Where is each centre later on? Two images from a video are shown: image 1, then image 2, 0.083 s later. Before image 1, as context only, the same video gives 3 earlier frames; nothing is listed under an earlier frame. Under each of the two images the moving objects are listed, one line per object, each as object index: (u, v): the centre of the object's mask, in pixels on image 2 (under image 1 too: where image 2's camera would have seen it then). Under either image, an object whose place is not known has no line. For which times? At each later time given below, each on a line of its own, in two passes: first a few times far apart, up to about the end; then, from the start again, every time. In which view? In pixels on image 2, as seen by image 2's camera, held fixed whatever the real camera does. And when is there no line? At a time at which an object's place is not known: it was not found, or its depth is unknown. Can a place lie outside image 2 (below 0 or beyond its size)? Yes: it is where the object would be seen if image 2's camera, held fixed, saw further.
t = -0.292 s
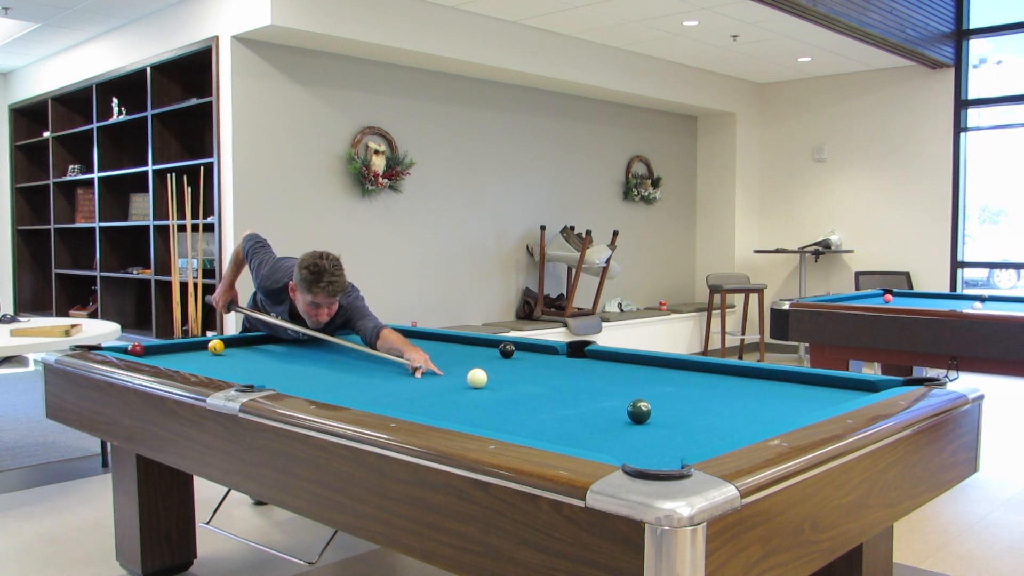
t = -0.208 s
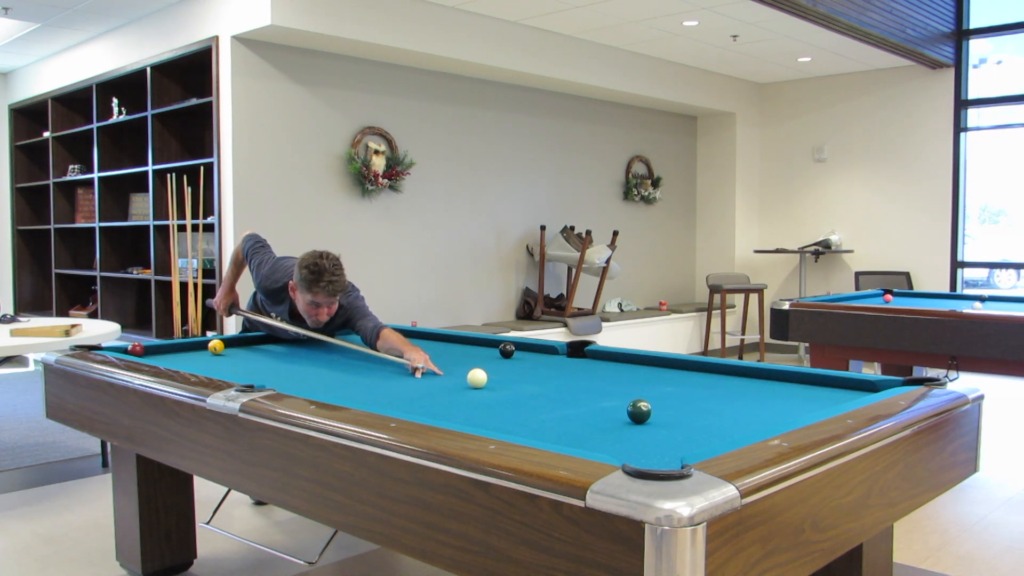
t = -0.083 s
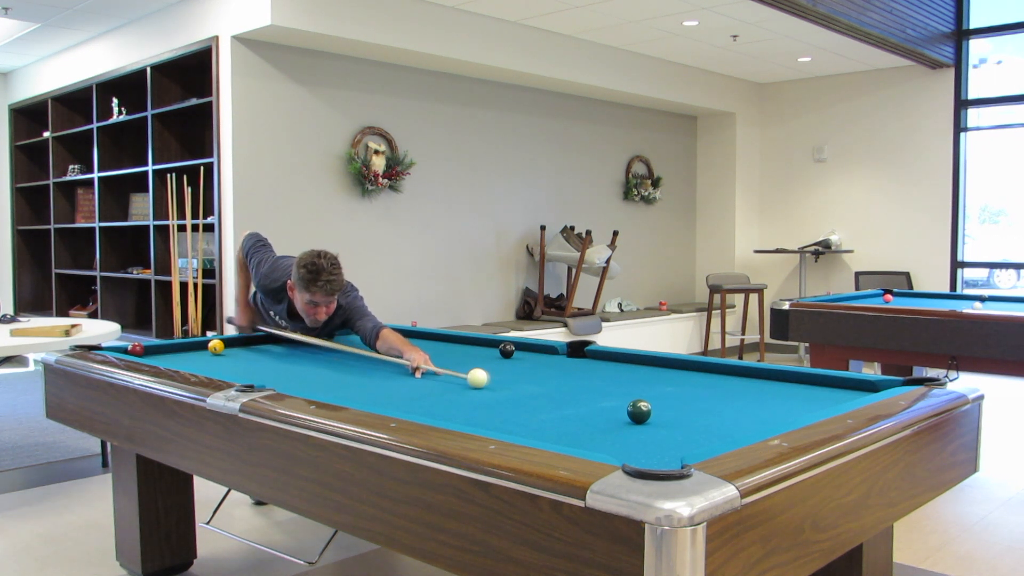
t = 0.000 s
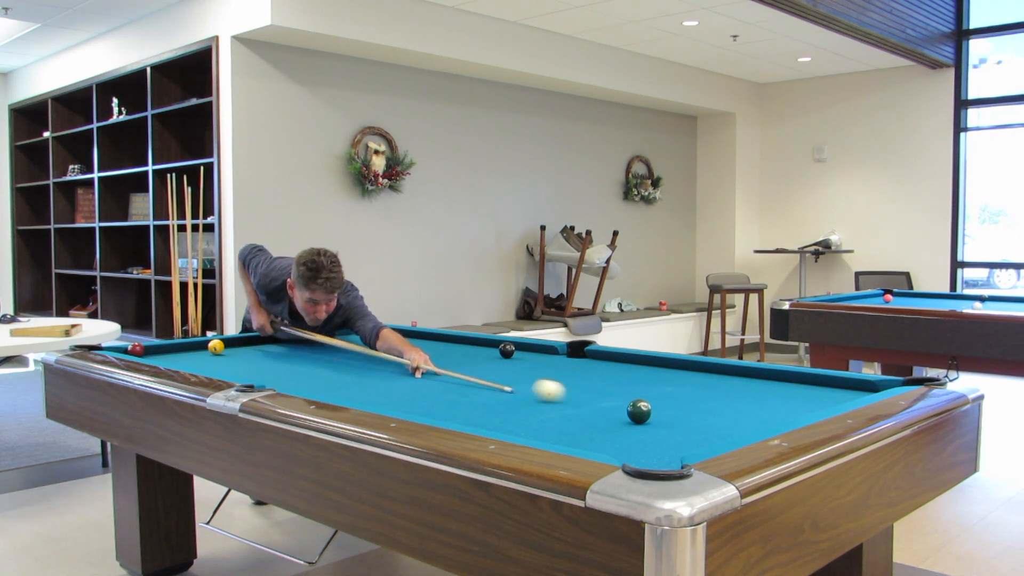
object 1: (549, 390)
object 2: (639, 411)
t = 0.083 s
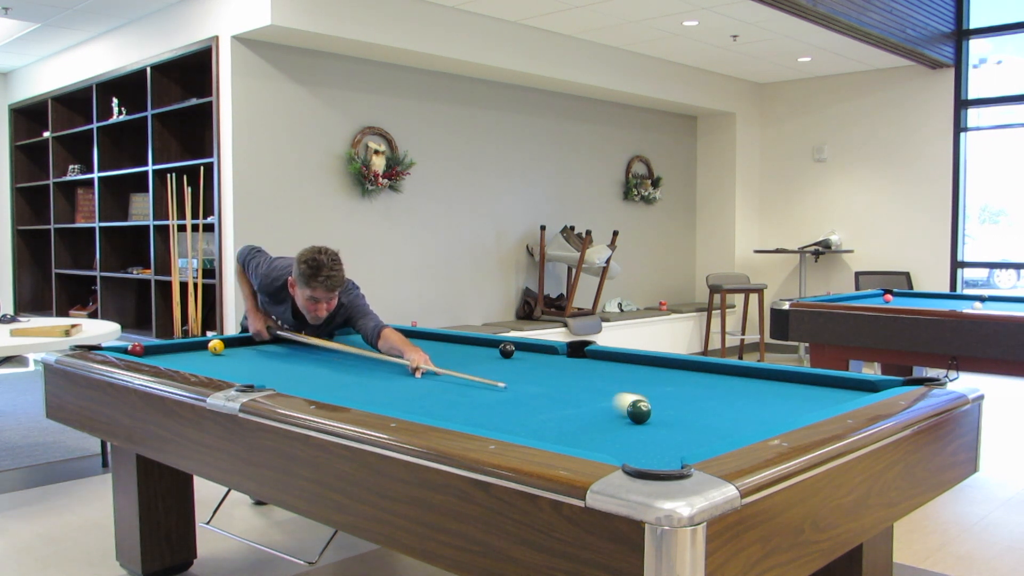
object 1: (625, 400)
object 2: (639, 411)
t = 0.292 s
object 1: (802, 405)
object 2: (656, 452)
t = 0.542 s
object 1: (826, 387)
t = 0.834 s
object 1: (755, 378)
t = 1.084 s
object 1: (666, 377)
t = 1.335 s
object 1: (580, 376)
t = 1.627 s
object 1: (485, 375)
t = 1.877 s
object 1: (408, 374)
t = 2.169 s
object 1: (321, 373)
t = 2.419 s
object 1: (251, 372)
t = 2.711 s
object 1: (206, 367)
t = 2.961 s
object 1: (212, 364)
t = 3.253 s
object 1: (218, 360)
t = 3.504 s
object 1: (223, 357)
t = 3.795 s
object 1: (228, 353)
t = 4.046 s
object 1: (232, 351)
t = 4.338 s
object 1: (236, 347)
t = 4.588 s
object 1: (238, 346)
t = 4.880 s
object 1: (241, 344)
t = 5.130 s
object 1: (243, 342)
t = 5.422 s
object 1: (245, 341)
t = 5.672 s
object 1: (246, 340)
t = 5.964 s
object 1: (247, 339)
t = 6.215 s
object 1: (249, 339)
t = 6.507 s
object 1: (249, 339)
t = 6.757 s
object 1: (249, 339)
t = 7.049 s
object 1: (249, 339)
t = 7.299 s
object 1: (249, 339)
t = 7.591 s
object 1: (249, 339)
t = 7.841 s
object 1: (249, 339)
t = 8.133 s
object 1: (249, 339)
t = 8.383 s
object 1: (249, 339)
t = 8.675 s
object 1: (249, 339)
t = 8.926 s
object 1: (249, 339)
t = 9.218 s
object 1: (249, 339)
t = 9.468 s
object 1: (249, 339)
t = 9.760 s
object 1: (249, 339)
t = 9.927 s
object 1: (249, 339)
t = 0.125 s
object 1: (671, 405)
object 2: (642, 418)
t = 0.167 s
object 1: (707, 406)
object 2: (645, 426)
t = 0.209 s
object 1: (742, 406)
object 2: (649, 434)
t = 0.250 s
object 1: (773, 406)
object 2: (652, 443)
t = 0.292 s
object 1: (802, 405)
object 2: (656, 452)
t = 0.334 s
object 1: (828, 402)
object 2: (659, 458)
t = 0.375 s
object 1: (829, 400)
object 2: (663, 463)
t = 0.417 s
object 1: (828, 398)
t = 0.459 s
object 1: (827, 395)
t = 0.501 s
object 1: (827, 391)
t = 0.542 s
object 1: (826, 387)
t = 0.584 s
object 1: (825, 384)
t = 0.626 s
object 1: (825, 381)
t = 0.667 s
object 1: (816, 379)
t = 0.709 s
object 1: (800, 379)
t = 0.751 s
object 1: (785, 379)
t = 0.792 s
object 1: (770, 378)
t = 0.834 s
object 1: (755, 378)
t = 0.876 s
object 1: (739, 378)
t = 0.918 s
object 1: (724, 378)
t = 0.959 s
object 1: (710, 378)
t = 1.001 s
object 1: (695, 377)
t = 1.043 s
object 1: (680, 377)
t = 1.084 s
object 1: (666, 377)
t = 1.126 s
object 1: (651, 377)
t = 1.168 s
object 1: (637, 377)
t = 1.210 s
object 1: (623, 377)
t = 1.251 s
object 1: (608, 377)
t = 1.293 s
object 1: (594, 376)
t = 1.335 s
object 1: (580, 376)
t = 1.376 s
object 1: (567, 376)
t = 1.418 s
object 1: (553, 376)
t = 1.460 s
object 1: (539, 376)
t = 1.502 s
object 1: (525, 375)
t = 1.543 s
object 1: (512, 375)
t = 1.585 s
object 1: (499, 375)
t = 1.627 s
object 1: (485, 375)
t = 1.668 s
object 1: (472, 375)
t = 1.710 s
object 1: (459, 375)
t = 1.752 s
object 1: (446, 374)
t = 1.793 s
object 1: (433, 374)
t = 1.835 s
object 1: (420, 374)
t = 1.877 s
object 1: (408, 374)
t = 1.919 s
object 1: (395, 374)
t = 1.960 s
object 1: (383, 374)
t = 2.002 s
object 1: (370, 374)
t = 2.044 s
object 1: (358, 374)
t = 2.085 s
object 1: (346, 373)
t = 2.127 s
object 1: (333, 373)
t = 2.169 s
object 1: (321, 373)
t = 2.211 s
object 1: (309, 373)
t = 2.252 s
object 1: (298, 373)
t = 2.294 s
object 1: (286, 373)
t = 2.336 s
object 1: (274, 373)
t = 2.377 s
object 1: (262, 373)
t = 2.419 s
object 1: (251, 372)
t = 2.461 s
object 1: (240, 371)
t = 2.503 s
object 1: (228, 370)
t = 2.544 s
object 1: (218, 369)
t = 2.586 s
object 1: (207, 368)
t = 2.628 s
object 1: (205, 367)
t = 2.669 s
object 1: (206, 367)
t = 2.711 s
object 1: (206, 367)
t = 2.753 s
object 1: (208, 366)
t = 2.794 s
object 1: (208, 366)
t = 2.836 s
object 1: (209, 366)
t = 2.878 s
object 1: (210, 365)
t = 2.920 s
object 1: (211, 364)
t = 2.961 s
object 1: (212, 364)
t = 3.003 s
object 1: (213, 364)
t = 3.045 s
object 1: (214, 363)
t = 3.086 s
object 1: (215, 363)
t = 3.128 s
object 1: (216, 362)
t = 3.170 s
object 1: (216, 361)
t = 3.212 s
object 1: (217, 361)
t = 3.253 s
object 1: (218, 360)
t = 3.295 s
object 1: (219, 360)
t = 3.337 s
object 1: (220, 359)
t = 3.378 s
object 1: (221, 358)
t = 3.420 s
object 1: (222, 358)
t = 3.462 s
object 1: (222, 357)
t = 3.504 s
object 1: (223, 357)
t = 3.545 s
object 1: (224, 356)
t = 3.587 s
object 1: (224, 356)
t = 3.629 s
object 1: (225, 355)
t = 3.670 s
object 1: (226, 354)
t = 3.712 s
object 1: (227, 354)
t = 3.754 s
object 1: (227, 353)
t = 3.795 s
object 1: (228, 353)
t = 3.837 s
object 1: (229, 353)
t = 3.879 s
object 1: (229, 352)
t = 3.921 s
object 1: (230, 352)
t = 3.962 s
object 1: (231, 351)
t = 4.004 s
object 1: (231, 351)
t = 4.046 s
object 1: (232, 351)
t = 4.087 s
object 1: (232, 350)
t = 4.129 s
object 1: (233, 350)
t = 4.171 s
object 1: (233, 349)
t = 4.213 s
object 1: (234, 349)
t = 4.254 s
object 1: (234, 348)
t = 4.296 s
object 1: (235, 348)
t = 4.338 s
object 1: (236, 347)
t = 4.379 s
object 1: (236, 347)
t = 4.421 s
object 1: (237, 347)
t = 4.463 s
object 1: (237, 346)
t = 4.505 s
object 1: (237, 346)
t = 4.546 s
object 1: (238, 346)
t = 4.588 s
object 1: (238, 346)
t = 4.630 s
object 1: (239, 345)
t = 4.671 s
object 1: (239, 345)
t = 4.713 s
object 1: (240, 345)
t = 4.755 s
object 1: (240, 344)
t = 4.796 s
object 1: (240, 344)
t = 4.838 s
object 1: (241, 344)
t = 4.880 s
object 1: (241, 344)
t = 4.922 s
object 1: (241, 343)
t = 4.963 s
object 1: (242, 343)
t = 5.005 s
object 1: (242, 343)
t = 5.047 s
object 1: (242, 343)
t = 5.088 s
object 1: (243, 343)
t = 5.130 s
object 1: (243, 342)
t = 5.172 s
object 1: (244, 342)
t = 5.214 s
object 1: (244, 342)
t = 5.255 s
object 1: (244, 342)
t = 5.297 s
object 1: (244, 341)
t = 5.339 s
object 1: (245, 341)
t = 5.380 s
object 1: (245, 341)
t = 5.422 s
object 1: (245, 341)
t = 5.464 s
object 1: (245, 341)
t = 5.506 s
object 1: (245, 341)
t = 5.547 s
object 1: (246, 340)
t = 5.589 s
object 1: (246, 340)
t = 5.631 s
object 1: (246, 340)
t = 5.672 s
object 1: (246, 340)
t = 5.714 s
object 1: (246, 340)
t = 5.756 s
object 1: (246, 340)
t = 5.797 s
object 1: (246, 340)
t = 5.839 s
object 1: (246, 340)
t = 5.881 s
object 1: (246, 339)
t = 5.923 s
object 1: (246, 339)
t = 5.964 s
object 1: (247, 339)
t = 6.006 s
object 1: (247, 339)
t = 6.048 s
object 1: (248, 339)
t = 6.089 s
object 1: (248, 339)
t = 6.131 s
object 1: (248, 339)
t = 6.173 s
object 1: (249, 339)
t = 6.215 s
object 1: (249, 339)
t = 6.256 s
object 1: (249, 339)
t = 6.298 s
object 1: (249, 339)
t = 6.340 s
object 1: (249, 339)
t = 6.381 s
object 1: (249, 339)
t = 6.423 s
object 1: (249, 339)
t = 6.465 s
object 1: (249, 339)
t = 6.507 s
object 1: (249, 339)
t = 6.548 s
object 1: (249, 339)
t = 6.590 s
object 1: (249, 339)
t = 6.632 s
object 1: (249, 339)
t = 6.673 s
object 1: (249, 339)
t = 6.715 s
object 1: (249, 339)
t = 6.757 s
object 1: (249, 339)
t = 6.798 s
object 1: (249, 339)
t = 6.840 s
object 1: (249, 339)
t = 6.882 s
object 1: (249, 339)
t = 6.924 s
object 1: (249, 339)
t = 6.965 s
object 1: (249, 339)
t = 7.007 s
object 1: (249, 339)
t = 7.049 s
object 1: (249, 339)
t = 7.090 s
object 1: (249, 339)
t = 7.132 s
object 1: (249, 339)
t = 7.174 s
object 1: (249, 339)
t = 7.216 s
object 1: (249, 339)
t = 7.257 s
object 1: (249, 339)
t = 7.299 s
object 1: (249, 339)
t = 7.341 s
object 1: (249, 339)
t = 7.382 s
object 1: (249, 339)
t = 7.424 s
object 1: (249, 339)
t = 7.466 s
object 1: (249, 339)
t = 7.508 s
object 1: (249, 339)
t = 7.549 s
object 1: (249, 339)
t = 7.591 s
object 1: (249, 339)
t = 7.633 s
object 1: (249, 339)
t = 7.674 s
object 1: (249, 339)
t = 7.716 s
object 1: (249, 339)
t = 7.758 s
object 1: (249, 339)
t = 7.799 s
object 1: (249, 339)
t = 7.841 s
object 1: (249, 339)
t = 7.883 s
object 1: (249, 339)
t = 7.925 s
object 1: (249, 339)
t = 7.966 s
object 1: (249, 339)
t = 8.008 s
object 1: (249, 339)
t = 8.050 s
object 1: (249, 339)
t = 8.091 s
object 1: (249, 339)
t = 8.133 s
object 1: (249, 339)
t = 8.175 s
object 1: (249, 339)
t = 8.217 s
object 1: (249, 339)
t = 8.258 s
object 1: (249, 339)
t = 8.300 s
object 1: (249, 339)
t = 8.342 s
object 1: (249, 339)
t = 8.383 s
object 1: (249, 339)
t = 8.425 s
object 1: (249, 339)
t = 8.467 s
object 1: (249, 339)
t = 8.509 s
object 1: (249, 339)
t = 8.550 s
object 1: (249, 339)
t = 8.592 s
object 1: (249, 339)
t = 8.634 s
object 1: (249, 339)
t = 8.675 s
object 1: (249, 339)
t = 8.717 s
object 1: (249, 339)
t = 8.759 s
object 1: (249, 339)
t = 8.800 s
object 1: (249, 339)
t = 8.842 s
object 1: (249, 339)
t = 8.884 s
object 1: (249, 339)
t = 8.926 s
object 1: (249, 339)
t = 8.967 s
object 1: (249, 339)
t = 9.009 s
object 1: (249, 339)
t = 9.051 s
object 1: (249, 339)
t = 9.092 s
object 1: (249, 339)
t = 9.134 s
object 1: (249, 339)
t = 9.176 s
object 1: (249, 339)
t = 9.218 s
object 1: (249, 339)
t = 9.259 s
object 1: (249, 339)
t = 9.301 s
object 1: (249, 339)
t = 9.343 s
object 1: (249, 339)
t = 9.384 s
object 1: (249, 339)
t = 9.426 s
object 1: (249, 339)
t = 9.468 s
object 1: (249, 339)
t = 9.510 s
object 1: (249, 339)
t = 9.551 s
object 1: (249, 339)
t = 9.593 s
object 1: (249, 339)
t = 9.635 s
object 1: (249, 339)
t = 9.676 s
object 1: (249, 339)
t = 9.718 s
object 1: (249, 339)
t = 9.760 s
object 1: (249, 339)
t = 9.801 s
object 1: (249, 339)
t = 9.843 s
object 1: (249, 339)
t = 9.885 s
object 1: (249, 339)
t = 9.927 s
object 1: (249, 339)
